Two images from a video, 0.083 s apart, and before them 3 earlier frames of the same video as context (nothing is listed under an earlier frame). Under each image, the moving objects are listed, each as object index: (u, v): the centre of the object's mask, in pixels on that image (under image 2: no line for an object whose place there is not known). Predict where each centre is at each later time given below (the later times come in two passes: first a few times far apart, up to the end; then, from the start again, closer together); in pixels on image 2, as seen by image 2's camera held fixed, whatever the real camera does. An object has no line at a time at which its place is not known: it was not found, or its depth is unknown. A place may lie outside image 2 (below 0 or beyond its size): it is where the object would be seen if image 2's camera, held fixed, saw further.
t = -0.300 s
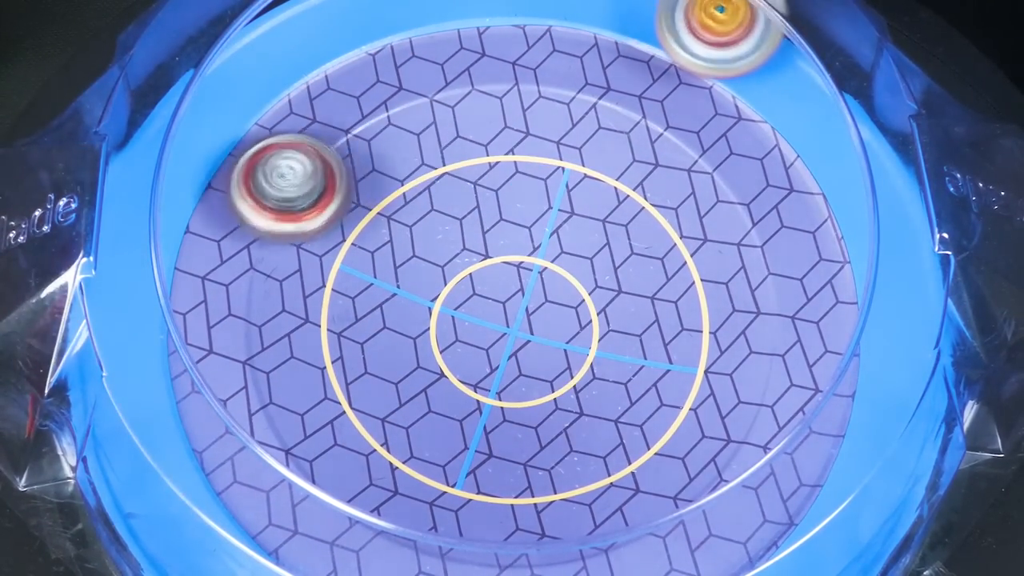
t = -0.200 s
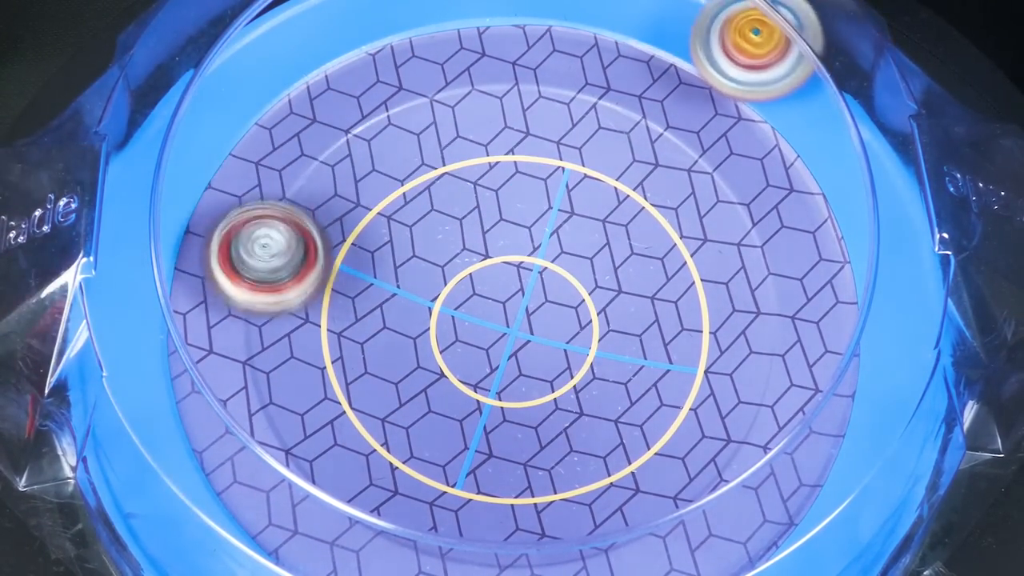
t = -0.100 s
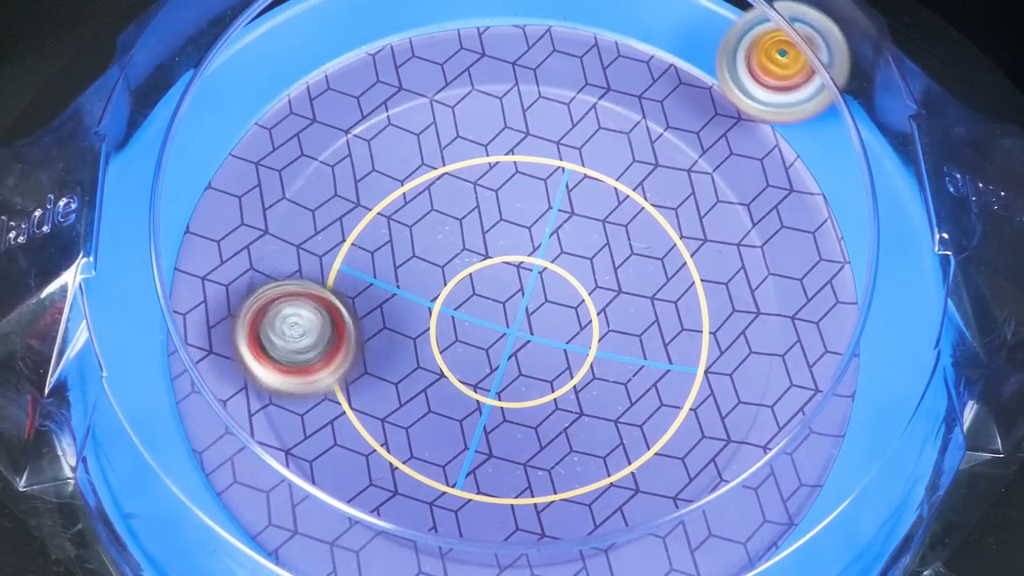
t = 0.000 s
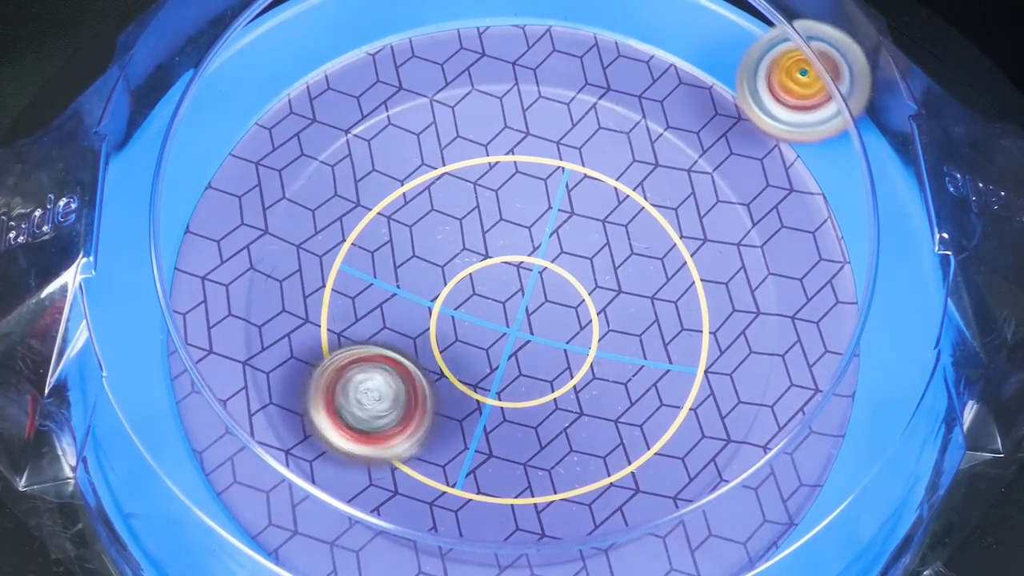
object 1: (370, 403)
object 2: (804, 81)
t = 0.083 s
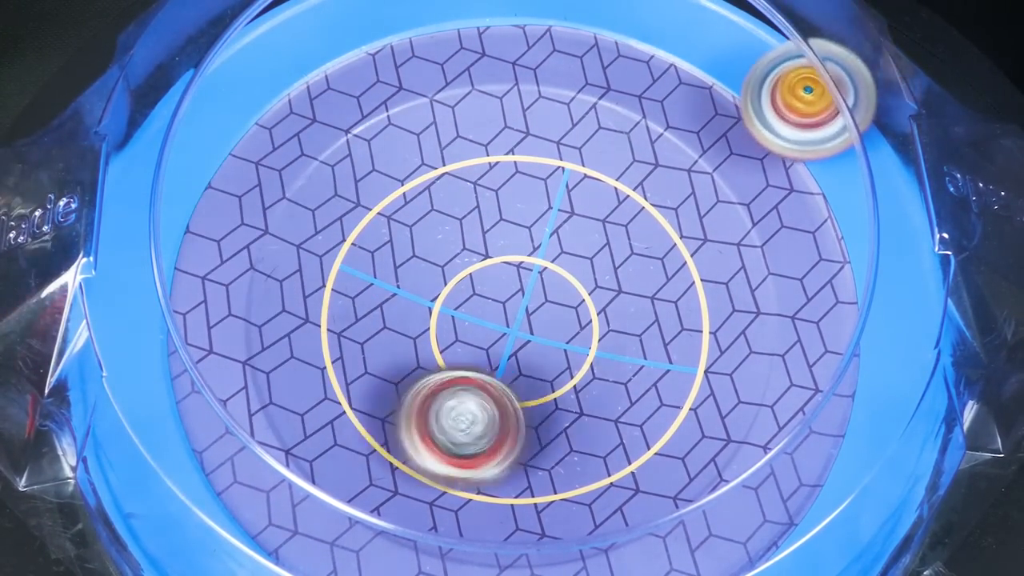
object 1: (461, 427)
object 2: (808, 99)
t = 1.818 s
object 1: (584, 330)
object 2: (465, 233)
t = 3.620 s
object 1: (332, 204)
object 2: (523, 297)
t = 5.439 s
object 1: (722, 394)
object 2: (500, 296)
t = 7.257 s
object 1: (423, 174)
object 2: (507, 299)
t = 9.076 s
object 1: (445, 377)
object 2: (564, 301)
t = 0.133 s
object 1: (524, 419)
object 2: (807, 111)
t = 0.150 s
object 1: (545, 413)
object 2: (807, 114)
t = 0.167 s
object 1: (566, 405)
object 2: (806, 118)
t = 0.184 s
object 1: (585, 394)
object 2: (805, 121)
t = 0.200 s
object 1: (602, 380)
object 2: (805, 125)
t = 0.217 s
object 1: (618, 365)
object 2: (803, 129)
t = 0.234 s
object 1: (633, 346)
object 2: (801, 134)
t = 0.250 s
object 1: (646, 329)
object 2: (795, 140)
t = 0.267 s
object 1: (657, 309)
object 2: (790, 145)
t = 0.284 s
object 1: (664, 289)
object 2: (785, 148)
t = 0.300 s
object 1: (670, 267)
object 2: (780, 150)
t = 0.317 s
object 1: (673, 247)
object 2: (776, 154)
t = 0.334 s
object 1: (674, 225)
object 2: (771, 156)
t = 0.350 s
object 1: (667, 207)
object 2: (772, 157)
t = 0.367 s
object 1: (657, 188)
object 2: (776, 157)
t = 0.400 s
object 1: (634, 153)
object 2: (783, 164)
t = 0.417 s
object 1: (619, 137)
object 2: (788, 165)
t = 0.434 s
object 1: (605, 122)
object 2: (791, 167)
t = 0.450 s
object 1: (589, 109)
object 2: (793, 170)
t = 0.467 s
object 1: (574, 96)
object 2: (795, 172)
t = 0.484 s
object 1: (558, 85)
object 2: (798, 175)
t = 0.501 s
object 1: (544, 74)
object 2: (800, 177)
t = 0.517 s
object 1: (526, 66)
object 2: (802, 180)
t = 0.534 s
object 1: (510, 59)
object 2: (803, 182)
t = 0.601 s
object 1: (454, 42)
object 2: (810, 194)
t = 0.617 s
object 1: (442, 39)
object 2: (811, 197)
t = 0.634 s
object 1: (432, 37)
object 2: (812, 201)
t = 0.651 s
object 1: (423, 36)
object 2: (813, 206)
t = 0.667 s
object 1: (414, 34)
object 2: (812, 210)
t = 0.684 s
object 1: (406, 33)
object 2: (813, 215)
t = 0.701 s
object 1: (399, 33)
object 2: (813, 219)
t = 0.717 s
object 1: (391, 35)
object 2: (814, 223)
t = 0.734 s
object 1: (383, 39)
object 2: (815, 227)
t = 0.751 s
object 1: (375, 43)
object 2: (815, 231)
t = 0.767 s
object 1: (369, 47)
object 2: (815, 235)
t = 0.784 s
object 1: (364, 51)
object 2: (816, 239)
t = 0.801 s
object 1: (360, 56)
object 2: (816, 244)
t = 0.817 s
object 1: (358, 61)
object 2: (816, 248)
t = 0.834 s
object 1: (357, 66)
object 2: (815, 251)
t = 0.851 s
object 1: (357, 70)
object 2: (816, 256)
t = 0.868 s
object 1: (358, 74)
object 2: (815, 259)
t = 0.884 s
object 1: (360, 78)
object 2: (815, 263)
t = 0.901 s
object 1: (363, 81)
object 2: (814, 267)
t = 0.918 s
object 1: (365, 85)
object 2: (813, 271)
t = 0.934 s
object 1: (368, 87)
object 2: (812, 275)
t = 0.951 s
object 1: (372, 90)
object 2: (811, 279)
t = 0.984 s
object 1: (382, 95)
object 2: (807, 287)
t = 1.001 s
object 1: (387, 100)
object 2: (805, 290)
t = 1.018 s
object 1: (392, 106)
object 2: (803, 294)
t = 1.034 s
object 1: (397, 113)
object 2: (801, 297)
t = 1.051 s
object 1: (402, 121)
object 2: (798, 301)
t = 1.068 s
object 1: (406, 130)
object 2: (795, 305)
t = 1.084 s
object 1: (410, 139)
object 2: (793, 308)
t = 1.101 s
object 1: (415, 149)
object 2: (784, 314)
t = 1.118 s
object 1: (419, 159)
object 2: (781, 317)
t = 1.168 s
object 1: (435, 195)
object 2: (768, 325)
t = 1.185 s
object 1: (440, 208)
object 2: (762, 327)
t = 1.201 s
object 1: (445, 220)
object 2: (753, 327)
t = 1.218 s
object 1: (450, 233)
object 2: (743, 325)
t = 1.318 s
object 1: (497, 306)
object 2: (675, 306)
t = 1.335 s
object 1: (508, 315)
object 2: (661, 302)
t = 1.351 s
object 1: (518, 325)
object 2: (644, 298)
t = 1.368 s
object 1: (519, 333)
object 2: (630, 293)
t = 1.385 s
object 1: (514, 338)
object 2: (629, 288)
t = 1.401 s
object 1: (512, 345)
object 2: (626, 282)
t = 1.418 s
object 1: (510, 349)
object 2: (622, 278)
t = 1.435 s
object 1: (508, 353)
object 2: (615, 275)
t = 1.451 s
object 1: (507, 357)
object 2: (608, 273)
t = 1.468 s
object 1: (509, 360)
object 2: (599, 269)
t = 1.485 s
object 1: (510, 363)
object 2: (590, 267)
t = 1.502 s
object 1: (512, 365)
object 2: (582, 264)
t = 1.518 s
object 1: (512, 367)
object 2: (576, 260)
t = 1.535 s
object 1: (512, 369)
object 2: (572, 255)
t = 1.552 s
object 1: (511, 371)
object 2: (570, 249)
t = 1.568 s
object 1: (511, 371)
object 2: (567, 243)
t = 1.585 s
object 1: (512, 371)
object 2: (562, 239)
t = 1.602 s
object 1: (514, 370)
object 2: (557, 235)
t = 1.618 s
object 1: (517, 368)
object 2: (550, 232)
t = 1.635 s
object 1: (520, 367)
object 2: (542, 231)
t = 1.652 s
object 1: (525, 364)
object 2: (533, 230)
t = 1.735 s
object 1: (552, 354)
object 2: (494, 223)
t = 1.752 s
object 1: (559, 350)
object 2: (487, 222)
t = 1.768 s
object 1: (565, 347)
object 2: (482, 223)
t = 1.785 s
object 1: (572, 343)
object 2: (476, 225)
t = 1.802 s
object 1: (579, 337)
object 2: (470, 228)
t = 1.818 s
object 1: (584, 330)
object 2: (465, 233)
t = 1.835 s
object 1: (590, 322)
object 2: (461, 238)
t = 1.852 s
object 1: (595, 314)
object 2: (457, 246)
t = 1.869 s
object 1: (600, 306)
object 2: (454, 254)
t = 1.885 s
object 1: (603, 297)
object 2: (452, 261)
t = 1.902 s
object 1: (606, 287)
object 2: (452, 270)
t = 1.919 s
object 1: (608, 278)
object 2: (454, 278)
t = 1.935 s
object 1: (609, 268)
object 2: (456, 285)
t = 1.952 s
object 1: (609, 258)
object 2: (459, 292)
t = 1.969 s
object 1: (610, 247)
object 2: (463, 298)
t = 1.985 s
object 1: (608, 237)
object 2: (468, 305)
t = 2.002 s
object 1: (605, 227)
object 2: (473, 309)
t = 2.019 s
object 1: (601, 218)
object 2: (479, 314)
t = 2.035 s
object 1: (598, 209)
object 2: (484, 317)
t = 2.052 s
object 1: (593, 200)
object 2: (492, 320)
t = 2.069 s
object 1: (588, 193)
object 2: (498, 321)
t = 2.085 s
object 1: (583, 186)
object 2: (502, 321)
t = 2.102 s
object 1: (575, 180)
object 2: (506, 320)
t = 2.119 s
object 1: (568, 174)
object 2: (510, 318)
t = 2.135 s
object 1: (561, 169)
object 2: (513, 316)
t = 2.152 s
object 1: (553, 166)
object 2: (518, 313)
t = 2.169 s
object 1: (545, 163)
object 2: (523, 310)
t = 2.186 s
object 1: (536, 161)
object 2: (527, 306)
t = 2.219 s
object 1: (521, 159)
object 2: (531, 300)
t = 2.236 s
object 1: (512, 159)
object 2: (532, 297)
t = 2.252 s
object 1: (504, 160)
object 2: (532, 293)
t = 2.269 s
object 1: (495, 162)
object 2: (531, 288)
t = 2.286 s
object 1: (486, 166)
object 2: (531, 284)
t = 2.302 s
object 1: (477, 170)
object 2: (529, 280)
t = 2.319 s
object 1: (468, 174)
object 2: (529, 280)
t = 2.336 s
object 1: (457, 175)
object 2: (531, 283)
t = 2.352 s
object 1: (445, 175)
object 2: (531, 285)
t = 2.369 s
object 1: (434, 177)
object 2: (530, 288)
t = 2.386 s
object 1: (424, 182)
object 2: (529, 291)
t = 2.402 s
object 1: (415, 189)
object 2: (528, 294)
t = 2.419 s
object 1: (406, 196)
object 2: (525, 296)
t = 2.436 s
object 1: (398, 205)
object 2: (523, 298)
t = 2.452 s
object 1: (390, 215)
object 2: (519, 300)
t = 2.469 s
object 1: (385, 227)
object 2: (516, 301)
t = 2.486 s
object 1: (381, 239)
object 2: (513, 302)
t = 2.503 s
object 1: (377, 252)
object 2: (509, 302)
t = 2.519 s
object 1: (376, 266)
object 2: (506, 301)
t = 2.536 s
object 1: (377, 281)
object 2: (504, 300)
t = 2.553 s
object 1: (374, 294)
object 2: (505, 299)
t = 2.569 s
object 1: (369, 308)
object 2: (510, 297)
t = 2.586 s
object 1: (366, 322)
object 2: (517, 297)
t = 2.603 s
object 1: (365, 335)
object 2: (523, 297)
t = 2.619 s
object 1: (369, 350)
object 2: (528, 297)
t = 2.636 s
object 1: (373, 362)
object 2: (532, 297)
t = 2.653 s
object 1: (379, 375)
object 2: (535, 298)
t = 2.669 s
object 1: (387, 387)
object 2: (539, 298)
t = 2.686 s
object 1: (397, 399)
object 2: (540, 297)
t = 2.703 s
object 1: (409, 411)
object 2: (541, 298)
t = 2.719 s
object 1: (421, 421)
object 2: (541, 298)
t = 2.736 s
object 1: (436, 430)
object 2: (541, 298)
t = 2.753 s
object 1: (452, 438)
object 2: (540, 298)
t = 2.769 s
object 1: (470, 444)
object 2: (538, 299)
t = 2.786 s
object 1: (487, 449)
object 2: (536, 299)
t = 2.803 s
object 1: (506, 452)
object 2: (533, 299)
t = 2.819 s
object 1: (525, 454)
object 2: (531, 300)
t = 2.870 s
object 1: (582, 446)
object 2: (520, 299)
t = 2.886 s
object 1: (601, 440)
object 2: (517, 299)
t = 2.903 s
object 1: (619, 432)
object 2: (514, 298)
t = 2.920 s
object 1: (635, 424)
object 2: (512, 297)
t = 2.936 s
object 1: (652, 413)
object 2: (509, 296)
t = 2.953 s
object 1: (666, 401)
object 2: (507, 294)
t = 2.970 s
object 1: (679, 388)
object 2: (506, 293)
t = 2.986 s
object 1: (690, 373)
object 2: (505, 291)
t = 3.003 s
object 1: (700, 357)
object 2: (505, 290)
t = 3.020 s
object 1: (708, 341)
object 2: (508, 289)
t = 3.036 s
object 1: (713, 324)
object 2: (508, 290)
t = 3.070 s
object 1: (720, 290)
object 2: (510, 293)
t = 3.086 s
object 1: (721, 272)
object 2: (512, 295)
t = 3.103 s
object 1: (720, 255)
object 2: (513, 298)
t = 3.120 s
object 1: (717, 239)
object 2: (514, 300)
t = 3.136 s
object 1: (711, 223)
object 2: (518, 302)
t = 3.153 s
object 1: (705, 207)
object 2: (520, 303)
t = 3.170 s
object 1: (698, 194)
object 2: (522, 303)
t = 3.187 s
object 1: (689, 179)
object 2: (524, 303)
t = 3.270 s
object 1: (629, 125)
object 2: (527, 302)
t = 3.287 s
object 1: (615, 117)
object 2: (527, 301)
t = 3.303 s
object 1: (602, 110)
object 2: (527, 300)
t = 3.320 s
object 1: (586, 105)
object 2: (526, 300)
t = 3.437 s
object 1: (475, 98)
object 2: (523, 296)
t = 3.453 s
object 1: (458, 102)
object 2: (523, 296)
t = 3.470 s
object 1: (443, 108)
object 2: (522, 295)
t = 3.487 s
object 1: (427, 114)
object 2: (522, 295)
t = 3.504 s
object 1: (412, 122)
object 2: (522, 295)
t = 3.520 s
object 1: (399, 130)
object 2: (522, 295)
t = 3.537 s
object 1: (385, 140)
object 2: (522, 296)
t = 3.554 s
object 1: (372, 152)
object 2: (522, 296)
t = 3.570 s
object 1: (361, 164)
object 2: (522, 296)
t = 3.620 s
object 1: (332, 204)
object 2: (523, 297)
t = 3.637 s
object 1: (324, 220)
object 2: (523, 298)
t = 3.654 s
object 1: (320, 236)
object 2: (523, 298)
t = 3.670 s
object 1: (317, 252)
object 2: (523, 299)
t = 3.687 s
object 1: (315, 269)
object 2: (523, 299)
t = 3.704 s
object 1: (314, 286)
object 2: (523, 299)
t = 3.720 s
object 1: (315, 303)
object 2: (523, 299)
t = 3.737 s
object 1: (318, 321)
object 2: (523, 300)
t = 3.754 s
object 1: (322, 338)
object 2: (523, 300)
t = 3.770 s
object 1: (328, 354)
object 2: (522, 301)
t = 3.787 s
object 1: (337, 371)
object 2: (522, 301)
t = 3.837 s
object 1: (367, 418)
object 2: (521, 303)
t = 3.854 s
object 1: (381, 432)
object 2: (520, 304)
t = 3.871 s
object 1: (395, 445)
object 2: (520, 305)
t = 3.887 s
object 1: (412, 458)
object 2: (520, 305)
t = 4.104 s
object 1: (672, 452)
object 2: (512, 310)
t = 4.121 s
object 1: (688, 441)
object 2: (512, 310)
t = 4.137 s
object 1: (703, 429)
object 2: (511, 310)
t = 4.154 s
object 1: (717, 414)
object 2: (510, 310)
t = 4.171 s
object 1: (729, 399)
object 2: (510, 310)
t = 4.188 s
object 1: (740, 384)
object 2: (509, 310)
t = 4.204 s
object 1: (746, 367)
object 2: (509, 309)
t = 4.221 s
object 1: (752, 350)
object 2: (509, 309)
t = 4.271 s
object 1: (759, 300)
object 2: (508, 308)
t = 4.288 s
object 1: (758, 283)
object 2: (508, 308)
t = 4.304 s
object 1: (756, 266)
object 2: (508, 307)
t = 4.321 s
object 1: (752, 250)
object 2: (508, 307)
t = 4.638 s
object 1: (500, 84)
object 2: (506, 308)
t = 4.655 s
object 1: (483, 86)
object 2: (506, 308)
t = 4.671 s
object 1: (465, 90)
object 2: (506, 308)
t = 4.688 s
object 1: (447, 94)
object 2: (505, 307)
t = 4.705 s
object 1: (431, 100)
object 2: (505, 307)
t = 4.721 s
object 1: (416, 107)
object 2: (504, 306)
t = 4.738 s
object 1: (401, 116)
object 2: (504, 306)
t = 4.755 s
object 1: (386, 126)
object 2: (503, 305)
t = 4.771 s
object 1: (374, 137)
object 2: (502, 305)
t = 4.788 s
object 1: (363, 149)
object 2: (503, 304)
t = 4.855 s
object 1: (324, 201)
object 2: (502, 302)
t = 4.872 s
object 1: (317, 216)
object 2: (501, 301)
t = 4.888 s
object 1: (311, 232)
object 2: (500, 301)
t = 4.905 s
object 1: (307, 247)
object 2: (500, 300)
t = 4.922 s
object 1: (304, 264)
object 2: (500, 299)
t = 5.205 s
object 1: (476, 490)
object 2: (502, 299)
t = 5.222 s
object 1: (496, 493)
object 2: (501, 299)
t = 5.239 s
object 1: (516, 494)
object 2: (501, 299)
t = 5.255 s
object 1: (536, 494)
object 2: (501, 298)
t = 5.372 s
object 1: (671, 451)
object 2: (500, 296)
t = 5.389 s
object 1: (686, 439)
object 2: (500, 296)
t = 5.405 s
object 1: (700, 425)
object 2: (500, 296)
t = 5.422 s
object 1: (713, 410)
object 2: (500, 296)
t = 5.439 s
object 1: (722, 394)
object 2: (500, 296)
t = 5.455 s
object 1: (730, 377)
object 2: (500, 296)
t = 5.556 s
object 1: (744, 273)
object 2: (501, 295)
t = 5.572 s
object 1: (742, 256)
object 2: (501, 295)
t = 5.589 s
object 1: (738, 239)
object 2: (499, 295)
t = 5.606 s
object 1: (732, 223)
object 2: (499, 295)
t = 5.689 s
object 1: (686, 154)
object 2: (502, 294)
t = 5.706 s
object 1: (674, 142)
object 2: (500, 294)
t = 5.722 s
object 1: (662, 131)
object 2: (500, 294)
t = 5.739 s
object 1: (647, 122)
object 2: (502, 293)
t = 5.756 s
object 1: (632, 115)
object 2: (501, 293)
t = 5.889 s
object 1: (506, 86)
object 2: (502, 292)
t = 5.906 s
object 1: (490, 87)
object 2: (503, 292)
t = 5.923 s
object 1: (475, 89)
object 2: (503, 292)
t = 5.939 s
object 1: (459, 92)
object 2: (503, 292)
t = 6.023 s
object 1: (384, 120)
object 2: (504, 292)
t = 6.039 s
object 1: (371, 129)
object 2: (505, 292)
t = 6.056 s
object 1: (358, 139)
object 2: (505, 292)
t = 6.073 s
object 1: (348, 150)
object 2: (505, 292)
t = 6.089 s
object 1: (337, 162)
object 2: (505, 292)
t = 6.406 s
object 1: (393, 435)
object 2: (508, 291)
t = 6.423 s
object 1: (408, 444)
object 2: (509, 291)
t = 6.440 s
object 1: (424, 451)
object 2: (509, 291)
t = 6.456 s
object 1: (441, 457)
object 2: (509, 291)
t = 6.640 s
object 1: (625, 435)
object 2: (510, 290)
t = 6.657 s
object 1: (638, 425)
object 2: (510, 290)
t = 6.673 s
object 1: (650, 415)
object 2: (510, 290)
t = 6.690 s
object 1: (661, 403)
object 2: (510, 290)
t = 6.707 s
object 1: (671, 391)
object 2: (510, 290)
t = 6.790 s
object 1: (698, 322)
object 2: (510, 290)
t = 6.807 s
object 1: (699, 307)
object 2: (510, 290)
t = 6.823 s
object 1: (700, 292)
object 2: (510, 290)
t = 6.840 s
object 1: (699, 278)
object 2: (510, 290)
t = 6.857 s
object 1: (697, 264)
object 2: (511, 290)
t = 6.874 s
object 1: (691, 250)
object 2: (510, 290)
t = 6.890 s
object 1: (688, 236)
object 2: (512, 291)
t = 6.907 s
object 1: (681, 224)
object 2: (512, 292)
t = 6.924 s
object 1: (674, 212)
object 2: (512, 293)
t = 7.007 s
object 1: (624, 164)
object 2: (509, 297)
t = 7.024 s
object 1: (611, 157)
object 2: (509, 297)
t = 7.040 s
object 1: (599, 152)
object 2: (509, 298)
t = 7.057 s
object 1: (586, 147)
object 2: (508, 298)
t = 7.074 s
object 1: (572, 143)
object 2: (510, 298)
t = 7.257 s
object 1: (423, 174)
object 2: (507, 299)
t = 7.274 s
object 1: (412, 183)
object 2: (507, 299)
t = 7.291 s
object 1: (402, 193)
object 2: (507, 299)
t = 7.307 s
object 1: (393, 204)
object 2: (508, 299)
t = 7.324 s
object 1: (385, 214)
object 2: (508, 300)
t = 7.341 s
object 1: (379, 228)
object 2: (508, 299)
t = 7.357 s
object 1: (373, 241)
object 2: (508, 300)
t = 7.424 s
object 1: (367, 296)
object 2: (507, 301)
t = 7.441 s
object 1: (367, 311)
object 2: (507, 301)
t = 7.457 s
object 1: (370, 324)
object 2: (507, 301)
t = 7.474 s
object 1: (375, 338)
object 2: (507, 301)
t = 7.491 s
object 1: (381, 350)
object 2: (507, 302)
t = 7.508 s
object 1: (390, 362)
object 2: (507, 302)
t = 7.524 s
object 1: (398, 373)
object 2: (507, 302)
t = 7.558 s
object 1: (419, 393)
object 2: (507, 302)
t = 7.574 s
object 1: (430, 403)
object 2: (508, 301)
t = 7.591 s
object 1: (440, 412)
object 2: (510, 300)
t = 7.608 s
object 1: (450, 420)
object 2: (512, 298)
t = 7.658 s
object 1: (488, 437)
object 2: (514, 296)
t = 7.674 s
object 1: (501, 440)
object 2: (515, 296)
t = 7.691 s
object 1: (513, 442)
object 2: (515, 295)
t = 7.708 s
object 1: (527, 442)
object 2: (515, 295)
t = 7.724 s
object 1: (539, 442)
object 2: (515, 295)
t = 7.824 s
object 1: (606, 417)
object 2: (512, 293)
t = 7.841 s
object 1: (613, 410)
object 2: (512, 294)
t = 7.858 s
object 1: (621, 403)
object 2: (512, 294)
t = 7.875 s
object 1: (629, 394)
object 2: (512, 294)
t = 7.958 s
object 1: (650, 346)
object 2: (510, 295)
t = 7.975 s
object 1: (650, 336)
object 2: (510, 295)
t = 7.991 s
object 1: (650, 324)
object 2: (509, 295)
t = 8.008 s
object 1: (651, 315)
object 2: (508, 294)
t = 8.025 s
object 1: (653, 306)
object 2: (505, 293)
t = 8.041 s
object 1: (653, 296)
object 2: (502, 292)
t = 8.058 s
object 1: (651, 286)
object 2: (500, 291)
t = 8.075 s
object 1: (648, 278)
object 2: (499, 290)
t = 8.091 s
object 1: (645, 268)
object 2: (498, 290)
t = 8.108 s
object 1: (640, 259)
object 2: (496, 289)
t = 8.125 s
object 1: (634, 252)
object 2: (495, 289)
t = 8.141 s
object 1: (627, 244)
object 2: (495, 289)
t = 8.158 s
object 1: (621, 238)
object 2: (494, 289)
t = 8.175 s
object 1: (615, 230)
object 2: (492, 290)
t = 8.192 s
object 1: (610, 223)
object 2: (491, 290)
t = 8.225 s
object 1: (595, 211)
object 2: (488, 291)
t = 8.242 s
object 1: (587, 206)
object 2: (487, 292)
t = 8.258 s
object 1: (580, 201)
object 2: (486, 294)
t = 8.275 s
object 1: (573, 195)
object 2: (484, 296)
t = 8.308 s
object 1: (557, 186)
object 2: (482, 300)
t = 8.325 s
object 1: (549, 182)
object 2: (481, 302)
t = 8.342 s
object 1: (540, 179)
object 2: (481, 303)
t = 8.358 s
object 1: (532, 178)
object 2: (481, 304)
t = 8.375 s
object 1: (523, 178)
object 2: (482, 305)
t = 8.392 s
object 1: (514, 177)
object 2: (482, 306)
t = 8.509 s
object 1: (456, 191)
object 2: (494, 315)
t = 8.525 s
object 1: (449, 193)
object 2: (495, 317)
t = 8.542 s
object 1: (442, 198)
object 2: (496, 318)
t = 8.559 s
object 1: (437, 204)
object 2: (496, 319)
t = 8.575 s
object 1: (432, 209)
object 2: (498, 320)
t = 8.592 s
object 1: (427, 215)
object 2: (499, 320)
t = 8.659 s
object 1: (404, 237)
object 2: (510, 326)
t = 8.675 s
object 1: (400, 241)
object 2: (515, 329)
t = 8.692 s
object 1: (395, 245)
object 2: (519, 332)
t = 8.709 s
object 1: (391, 251)
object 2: (523, 333)
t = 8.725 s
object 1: (388, 257)
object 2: (525, 334)
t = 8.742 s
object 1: (386, 265)
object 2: (526, 334)
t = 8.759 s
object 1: (386, 274)
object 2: (528, 334)
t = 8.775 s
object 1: (387, 280)
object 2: (529, 333)
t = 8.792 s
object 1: (387, 289)
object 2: (529, 332)
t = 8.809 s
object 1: (389, 298)
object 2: (529, 331)
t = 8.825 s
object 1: (394, 306)
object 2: (529, 331)
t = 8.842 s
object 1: (399, 313)
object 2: (529, 328)
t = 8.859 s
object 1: (402, 321)
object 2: (531, 328)
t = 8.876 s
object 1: (400, 326)
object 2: (537, 327)
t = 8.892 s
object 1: (400, 332)
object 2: (543, 325)
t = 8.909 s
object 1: (401, 336)
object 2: (547, 324)
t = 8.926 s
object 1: (402, 340)
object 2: (551, 322)
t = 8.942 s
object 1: (406, 345)
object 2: (552, 320)
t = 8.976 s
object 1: (417, 355)
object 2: (554, 318)
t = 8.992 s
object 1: (424, 360)
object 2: (554, 316)
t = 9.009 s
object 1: (431, 364)
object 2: (552, 314)
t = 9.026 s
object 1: (436, 367)
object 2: (554, 312)
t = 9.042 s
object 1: (438, 371)
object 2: (558, 308)
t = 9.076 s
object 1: (445, 377)
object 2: (564, 301)
